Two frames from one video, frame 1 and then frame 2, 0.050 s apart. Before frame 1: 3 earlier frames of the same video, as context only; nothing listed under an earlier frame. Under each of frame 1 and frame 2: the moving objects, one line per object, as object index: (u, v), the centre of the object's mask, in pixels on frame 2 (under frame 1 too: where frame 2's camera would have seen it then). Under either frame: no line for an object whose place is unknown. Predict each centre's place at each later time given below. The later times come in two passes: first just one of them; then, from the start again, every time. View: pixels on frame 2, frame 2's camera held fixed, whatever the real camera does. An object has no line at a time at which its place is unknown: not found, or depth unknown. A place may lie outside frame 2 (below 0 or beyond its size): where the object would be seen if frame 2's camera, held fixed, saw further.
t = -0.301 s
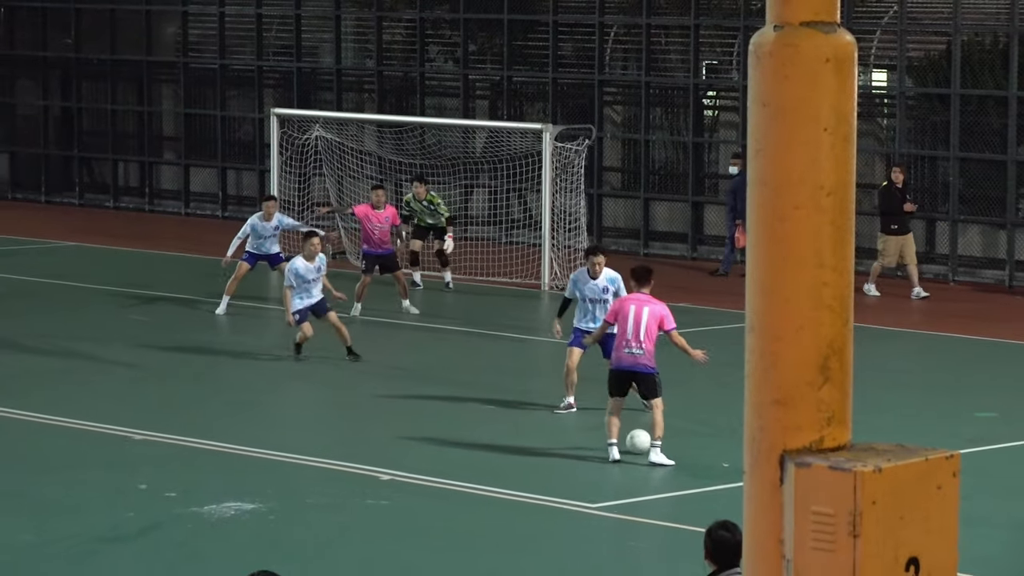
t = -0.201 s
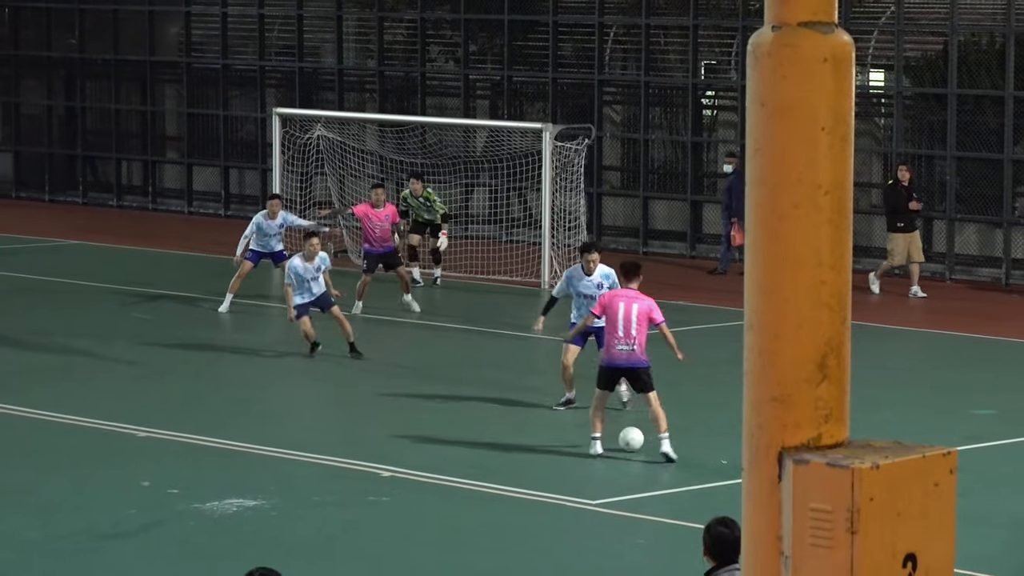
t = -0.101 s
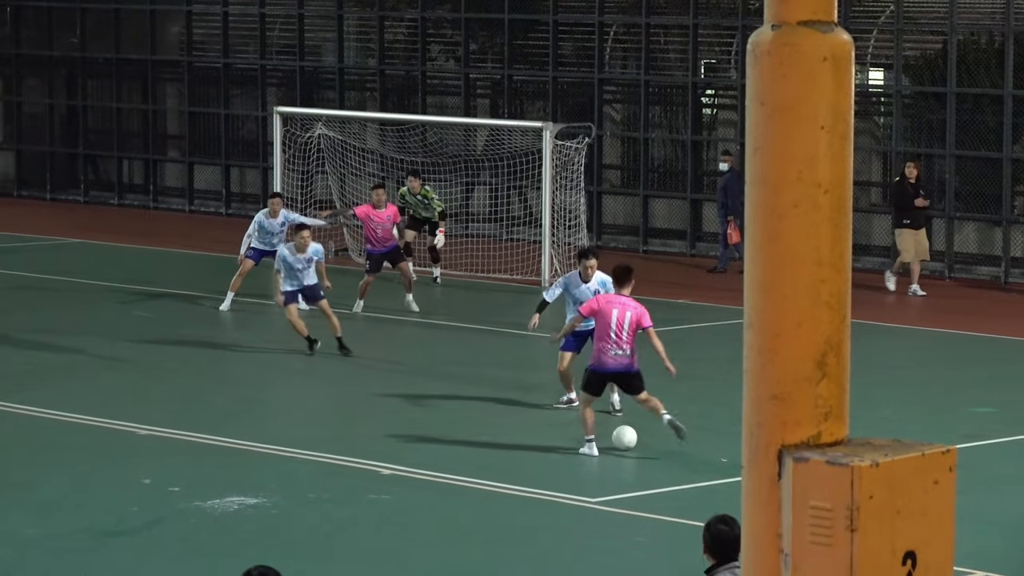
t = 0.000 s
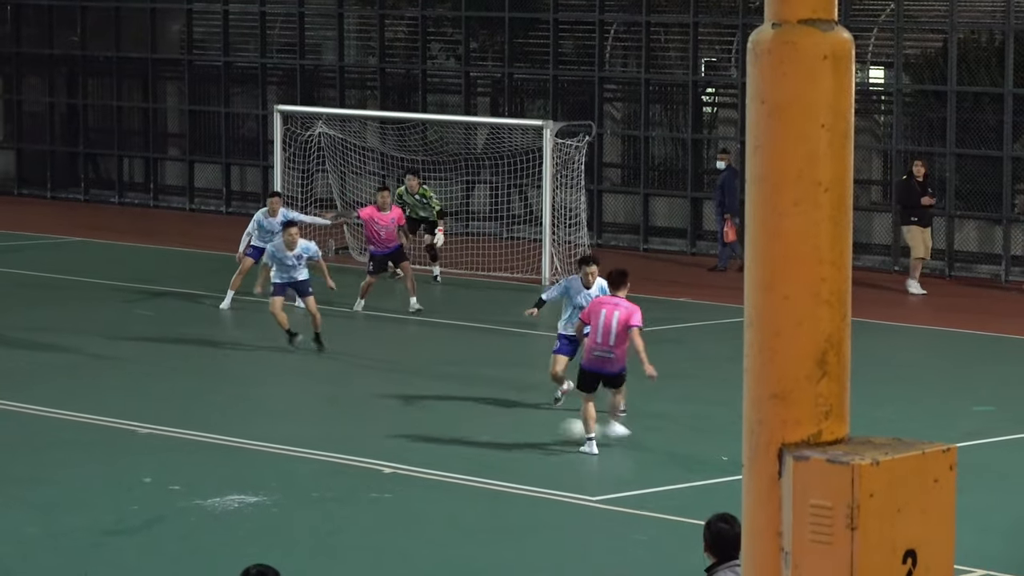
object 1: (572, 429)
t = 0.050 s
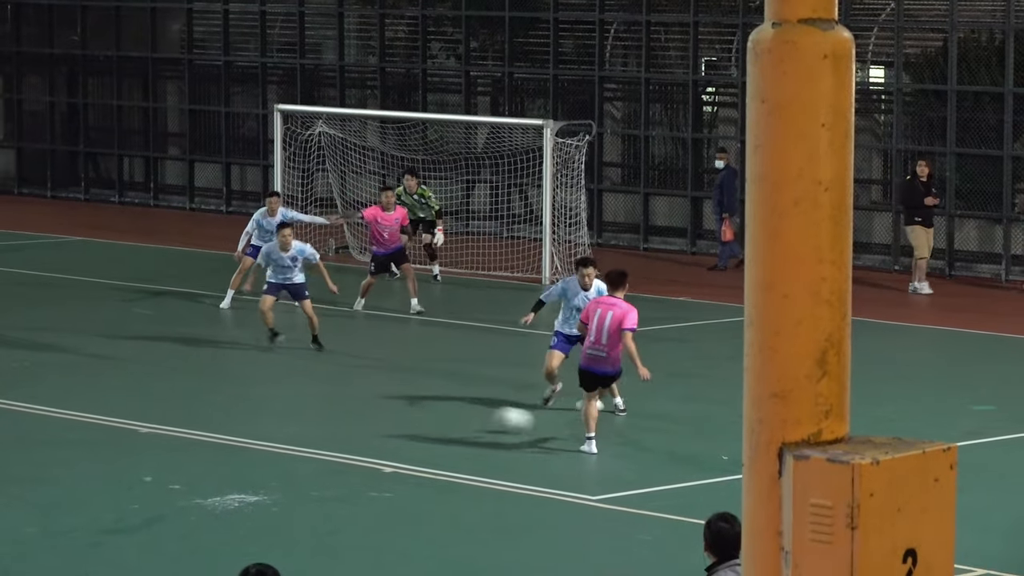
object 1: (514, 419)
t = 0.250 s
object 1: (281, 386)
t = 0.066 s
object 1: (492, 415)
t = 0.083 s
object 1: (470, 412)
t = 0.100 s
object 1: (450, 409)
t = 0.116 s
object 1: (430, 407)
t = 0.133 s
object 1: (409, 406)
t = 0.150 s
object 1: (389, 405)
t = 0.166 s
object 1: (369, 403)
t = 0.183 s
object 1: (351, 399)
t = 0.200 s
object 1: (333, 396)
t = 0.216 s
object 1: (315, 392)
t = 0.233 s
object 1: (298, 389)
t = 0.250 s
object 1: (281, 386)
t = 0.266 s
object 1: (264, 384)
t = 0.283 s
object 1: (247, 383)
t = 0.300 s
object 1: (231, 381)
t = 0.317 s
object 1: (214, 380)
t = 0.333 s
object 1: (198, 380)
